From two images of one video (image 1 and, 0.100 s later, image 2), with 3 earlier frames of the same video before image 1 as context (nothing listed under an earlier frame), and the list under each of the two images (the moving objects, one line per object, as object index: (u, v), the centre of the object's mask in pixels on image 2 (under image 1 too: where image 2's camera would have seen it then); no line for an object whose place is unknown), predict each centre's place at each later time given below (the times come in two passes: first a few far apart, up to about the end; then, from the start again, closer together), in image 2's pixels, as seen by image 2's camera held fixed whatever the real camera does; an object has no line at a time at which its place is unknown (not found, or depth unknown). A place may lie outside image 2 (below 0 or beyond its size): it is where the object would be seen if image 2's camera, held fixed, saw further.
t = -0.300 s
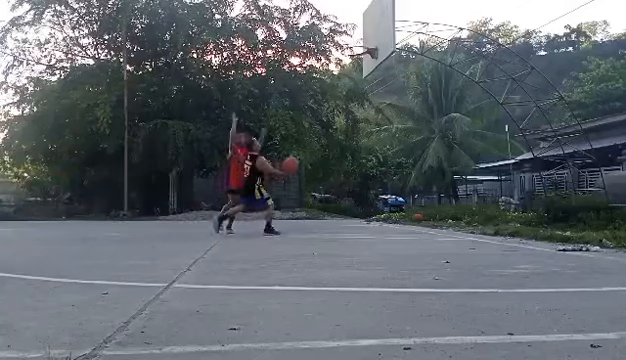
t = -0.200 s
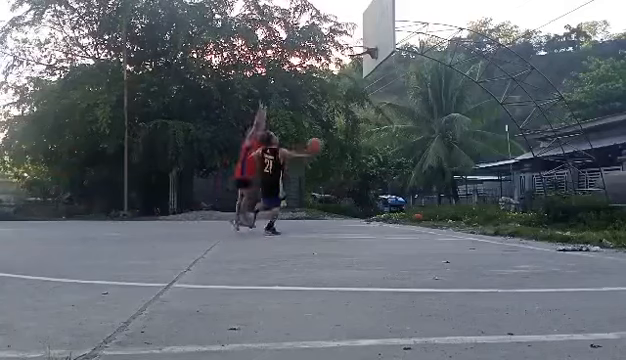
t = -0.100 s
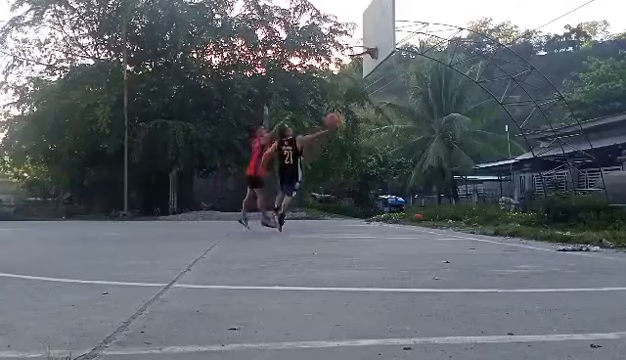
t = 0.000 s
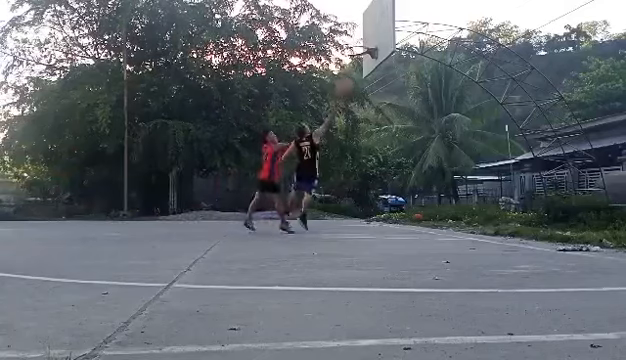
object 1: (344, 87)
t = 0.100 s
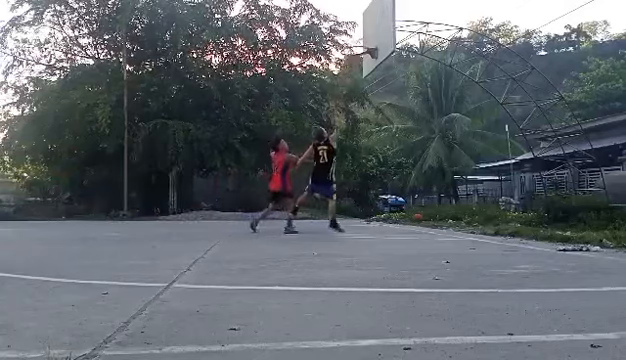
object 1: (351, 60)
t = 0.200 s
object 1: (356, 40)
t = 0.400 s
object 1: (369, 19)
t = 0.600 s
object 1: (372, 17)
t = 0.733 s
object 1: (363, 25)
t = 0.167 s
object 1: (354, 47)
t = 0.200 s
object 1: (356, 40)
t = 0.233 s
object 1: (359, 35)
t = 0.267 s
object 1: (361, 30)
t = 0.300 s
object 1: (363, 26)
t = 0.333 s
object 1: (365, 23)
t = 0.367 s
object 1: (367, 20)
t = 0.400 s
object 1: (369, 19)
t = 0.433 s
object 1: (371, 18)
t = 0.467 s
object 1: (373, 17)
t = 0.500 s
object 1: (375, 17)
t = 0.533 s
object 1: (376, 17)
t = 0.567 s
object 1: (374, 17)
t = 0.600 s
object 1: (372, 17)
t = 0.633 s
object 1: (370, 18)
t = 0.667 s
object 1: (368, 20)
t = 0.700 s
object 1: (366, 22)
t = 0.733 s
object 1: (363, 25)
